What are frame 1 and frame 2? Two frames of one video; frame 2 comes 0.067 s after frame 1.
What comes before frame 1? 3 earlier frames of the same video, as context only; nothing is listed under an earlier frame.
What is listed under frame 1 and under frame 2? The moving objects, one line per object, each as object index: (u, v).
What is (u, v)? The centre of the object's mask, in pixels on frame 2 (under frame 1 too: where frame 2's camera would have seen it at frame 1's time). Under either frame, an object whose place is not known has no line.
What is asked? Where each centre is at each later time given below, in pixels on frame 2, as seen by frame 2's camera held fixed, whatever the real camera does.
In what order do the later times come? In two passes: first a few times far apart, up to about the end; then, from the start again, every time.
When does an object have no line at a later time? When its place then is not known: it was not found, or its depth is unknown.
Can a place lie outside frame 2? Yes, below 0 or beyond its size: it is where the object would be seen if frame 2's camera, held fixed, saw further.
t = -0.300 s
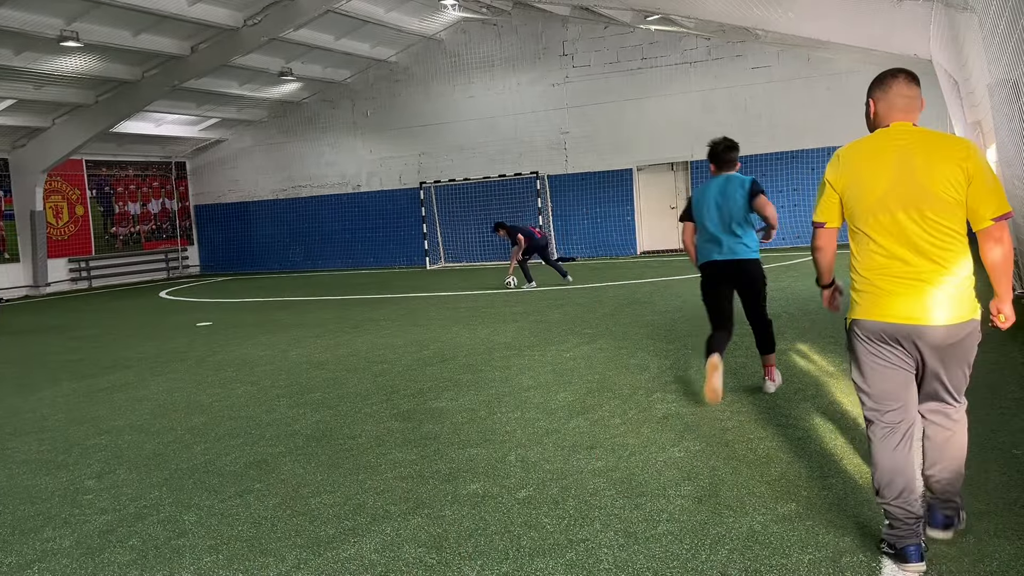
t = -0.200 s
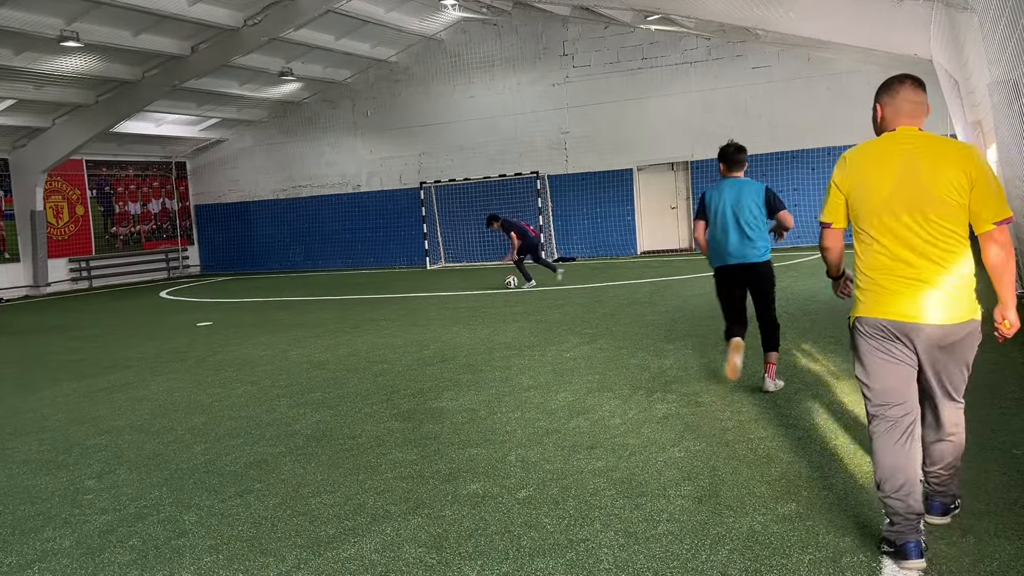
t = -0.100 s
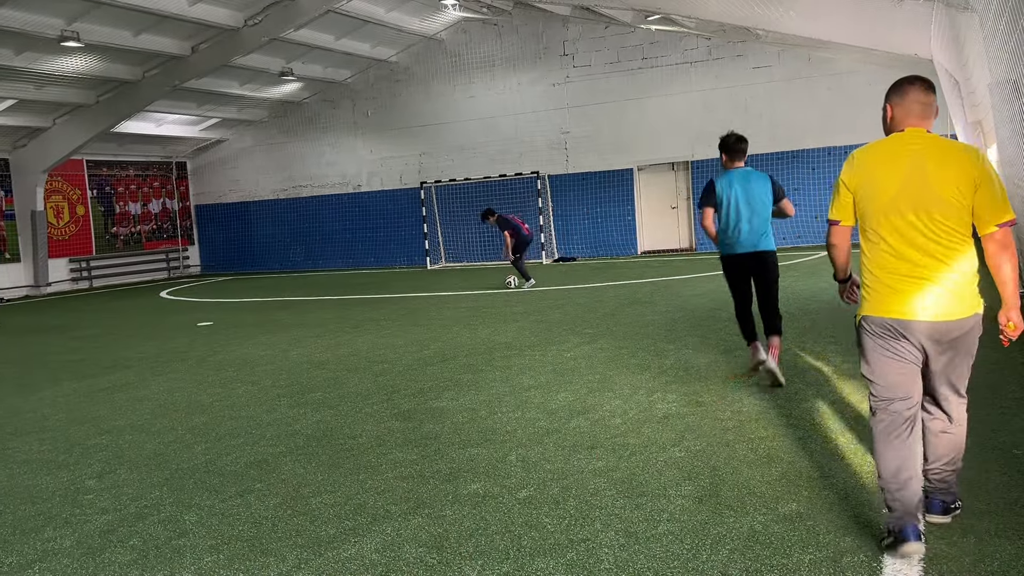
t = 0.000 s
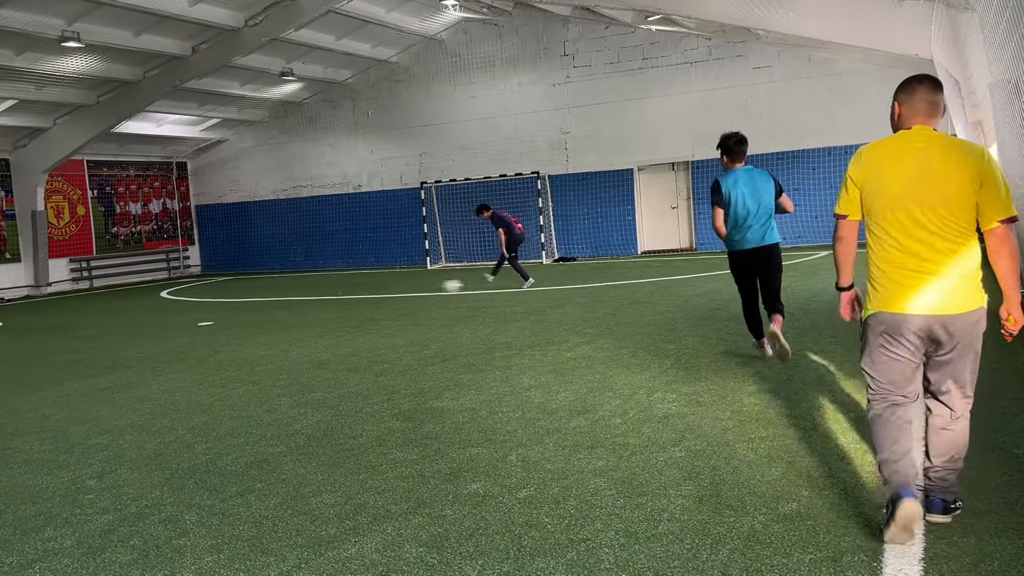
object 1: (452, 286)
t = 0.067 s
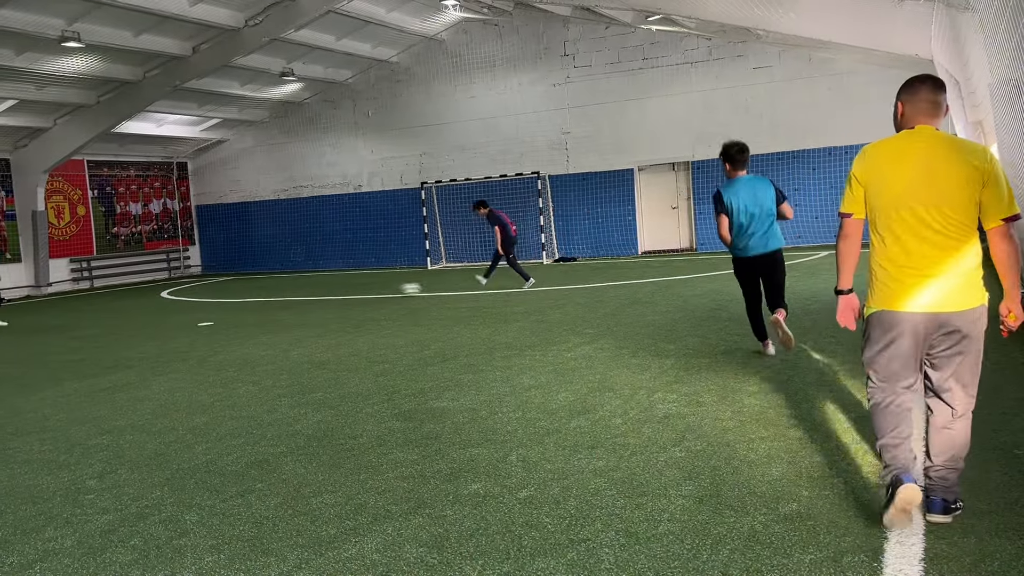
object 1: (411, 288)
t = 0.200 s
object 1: (330, 297)
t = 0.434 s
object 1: (200, 308)
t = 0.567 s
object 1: (134, 315)
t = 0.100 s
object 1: (390, 291)
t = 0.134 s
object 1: (369, 293)
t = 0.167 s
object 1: (349, 295)
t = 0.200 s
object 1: (330, 297)
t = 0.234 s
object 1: (310, 299)
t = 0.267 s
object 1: (290, 301)
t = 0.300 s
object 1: (271, 302)
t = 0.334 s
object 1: (253, 304)
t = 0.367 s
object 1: (234, 306)
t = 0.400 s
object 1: (217, 308)
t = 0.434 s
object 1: (200, 308)
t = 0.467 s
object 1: (183, 310)
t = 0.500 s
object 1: (166, 312)
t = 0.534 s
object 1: (149, 314)
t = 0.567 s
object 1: (134, 315)
